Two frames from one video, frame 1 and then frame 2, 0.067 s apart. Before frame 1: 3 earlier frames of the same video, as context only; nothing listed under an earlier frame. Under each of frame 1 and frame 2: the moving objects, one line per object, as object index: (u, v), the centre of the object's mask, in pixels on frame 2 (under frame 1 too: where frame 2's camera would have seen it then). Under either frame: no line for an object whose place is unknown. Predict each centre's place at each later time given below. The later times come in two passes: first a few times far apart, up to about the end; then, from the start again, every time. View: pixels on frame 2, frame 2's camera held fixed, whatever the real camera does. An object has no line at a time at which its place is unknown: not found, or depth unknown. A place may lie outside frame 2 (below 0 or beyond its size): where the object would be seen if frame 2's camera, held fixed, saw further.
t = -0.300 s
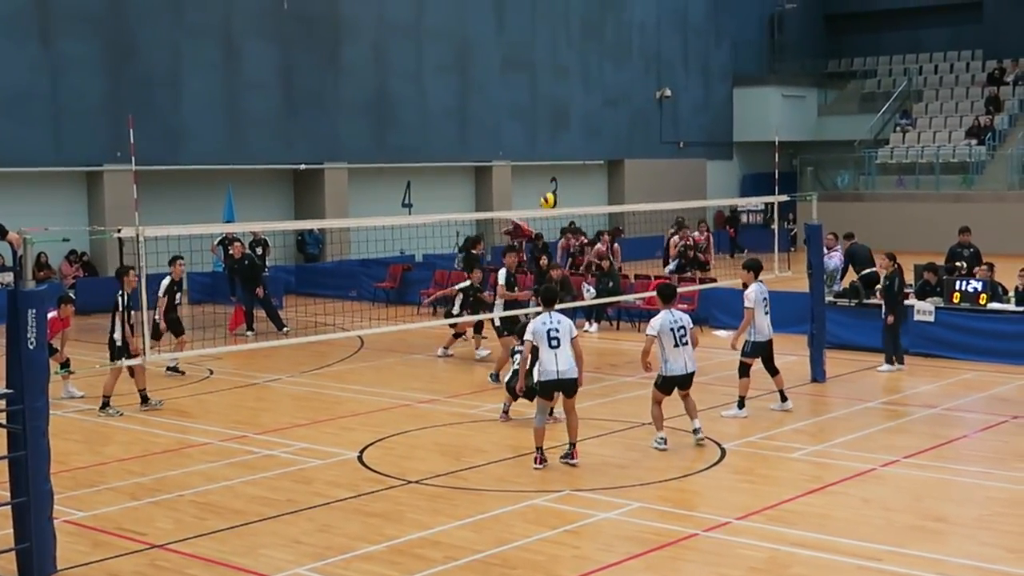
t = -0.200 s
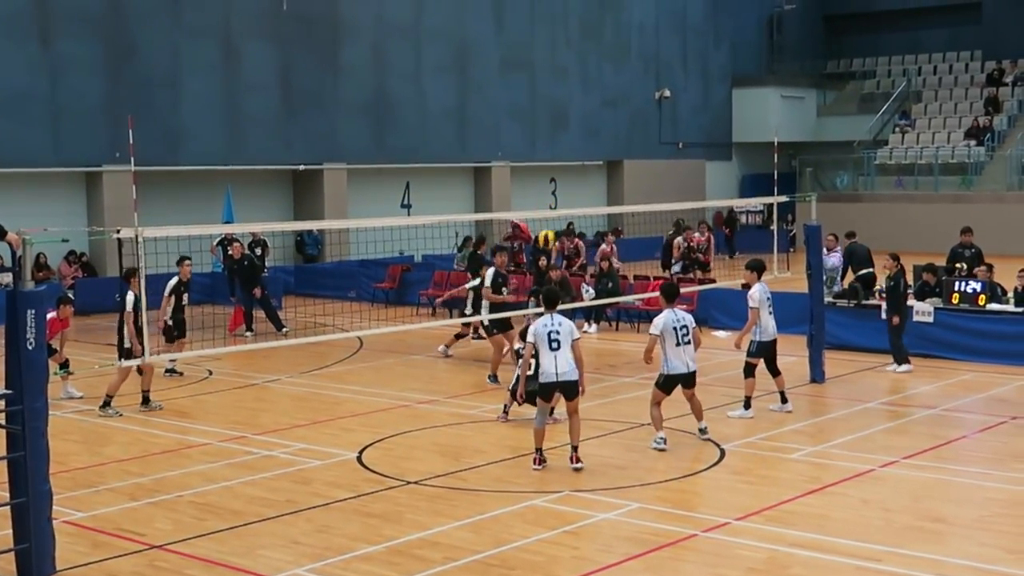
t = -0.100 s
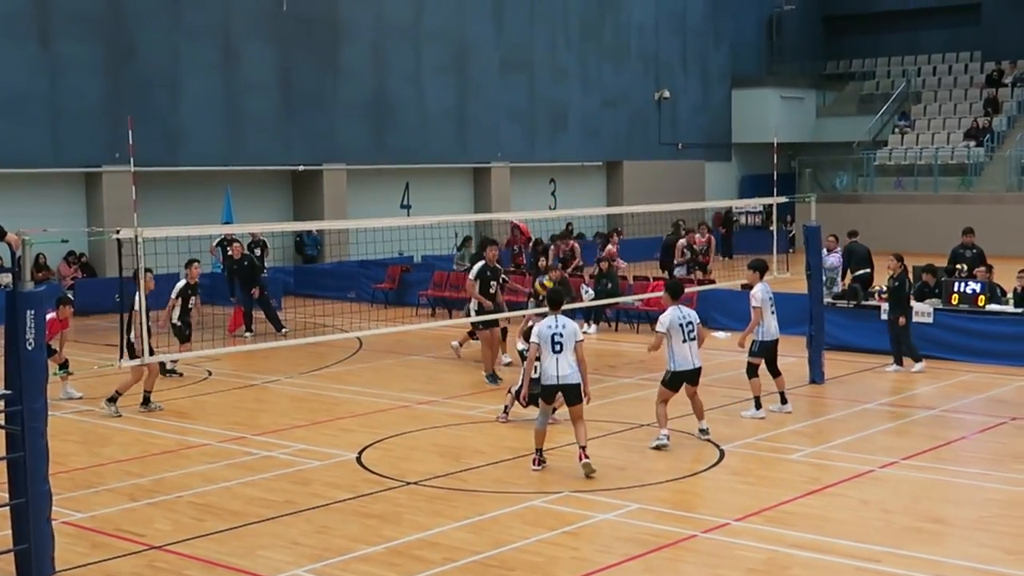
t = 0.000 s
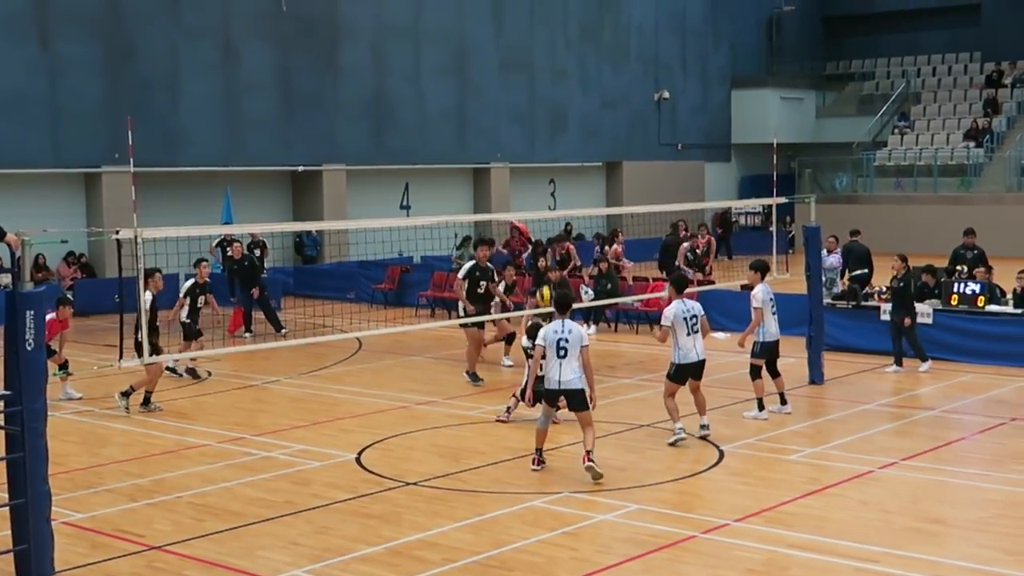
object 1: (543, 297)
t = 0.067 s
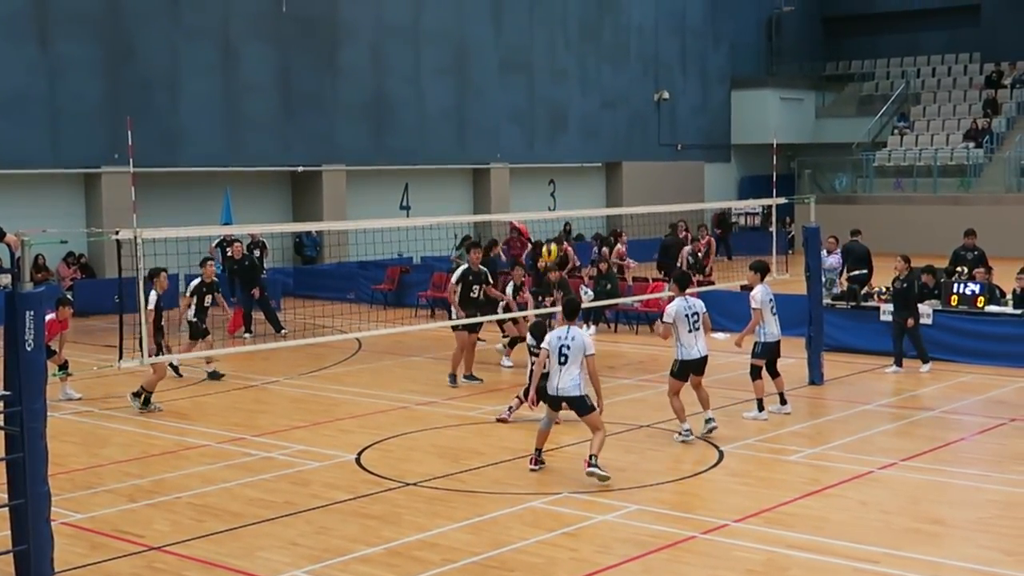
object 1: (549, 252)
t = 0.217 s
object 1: (562, 169)
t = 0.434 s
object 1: (580, 90)
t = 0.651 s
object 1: (598, 55)
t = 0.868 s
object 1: (615, 61)
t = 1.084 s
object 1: (630, 104)
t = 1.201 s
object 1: (638, 142)
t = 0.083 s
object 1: (551, 243)
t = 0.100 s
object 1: (552, 232)
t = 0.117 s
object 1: (554, 223)
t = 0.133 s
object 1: (556, 212)
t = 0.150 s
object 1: (558, 203)
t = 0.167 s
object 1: (559, 194)
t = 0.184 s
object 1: (560, 186)
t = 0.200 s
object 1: (561, 177)
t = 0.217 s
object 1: (562, 169)
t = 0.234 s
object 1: (564, 162)
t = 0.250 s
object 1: (566, 154)
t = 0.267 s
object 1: (567, 147)
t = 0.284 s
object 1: (568, 140)
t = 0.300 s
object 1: (569, 133)
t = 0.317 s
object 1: (571, 127)
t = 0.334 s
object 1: (572, 121)
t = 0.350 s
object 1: (573, 116)
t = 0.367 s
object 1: (575, 110)
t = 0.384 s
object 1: (576, 104)
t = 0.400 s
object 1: (578, 99)
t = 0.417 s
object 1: (579, 95)
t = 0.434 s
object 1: (580, 90)
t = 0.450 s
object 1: (581, 86)
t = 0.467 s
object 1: (583, 82)
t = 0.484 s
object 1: (584, 79)
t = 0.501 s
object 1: (586, 75)
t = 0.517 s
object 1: (587, 72)
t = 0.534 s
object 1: (588, 69)
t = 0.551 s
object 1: (590, 66)
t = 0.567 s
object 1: (591, 64)
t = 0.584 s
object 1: (593, 62)
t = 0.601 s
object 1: (594, 60)
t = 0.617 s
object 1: (595, 58)
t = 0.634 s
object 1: (596, 57)
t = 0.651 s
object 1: (598, 55)
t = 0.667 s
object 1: (599, 54)
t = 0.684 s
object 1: (601, 54)
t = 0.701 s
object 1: (602, 53)
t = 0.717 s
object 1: (603, 53)
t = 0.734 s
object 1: (604, 53)
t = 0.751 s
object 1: (606, 53)
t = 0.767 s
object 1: (607, 53)
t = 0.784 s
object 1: (608, 54)
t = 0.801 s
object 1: (610, 55)
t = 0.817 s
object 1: (611, 56)
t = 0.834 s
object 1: (612, 57)
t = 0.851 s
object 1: (613, 59)
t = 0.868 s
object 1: (615, 61)
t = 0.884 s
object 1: (616, 63)
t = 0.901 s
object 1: (618, 65)
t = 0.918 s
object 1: (619, 68)
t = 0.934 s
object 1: (620, 70)
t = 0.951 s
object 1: (621, 73)
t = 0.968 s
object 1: (622, 76)
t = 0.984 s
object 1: (623, 80)
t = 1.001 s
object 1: (624, 83)
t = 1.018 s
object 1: (626, 87)
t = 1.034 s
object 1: (627, 91)
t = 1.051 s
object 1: (628, 95)
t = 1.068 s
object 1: (629, 100)
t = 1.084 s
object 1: (630, 104)
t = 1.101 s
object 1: (632, 109)
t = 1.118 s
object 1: (633, 114)
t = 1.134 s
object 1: (634, 119)
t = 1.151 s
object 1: (635, 124)
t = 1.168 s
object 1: (636, 130)
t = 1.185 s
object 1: (637, 136)
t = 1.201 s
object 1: (638, 142)
